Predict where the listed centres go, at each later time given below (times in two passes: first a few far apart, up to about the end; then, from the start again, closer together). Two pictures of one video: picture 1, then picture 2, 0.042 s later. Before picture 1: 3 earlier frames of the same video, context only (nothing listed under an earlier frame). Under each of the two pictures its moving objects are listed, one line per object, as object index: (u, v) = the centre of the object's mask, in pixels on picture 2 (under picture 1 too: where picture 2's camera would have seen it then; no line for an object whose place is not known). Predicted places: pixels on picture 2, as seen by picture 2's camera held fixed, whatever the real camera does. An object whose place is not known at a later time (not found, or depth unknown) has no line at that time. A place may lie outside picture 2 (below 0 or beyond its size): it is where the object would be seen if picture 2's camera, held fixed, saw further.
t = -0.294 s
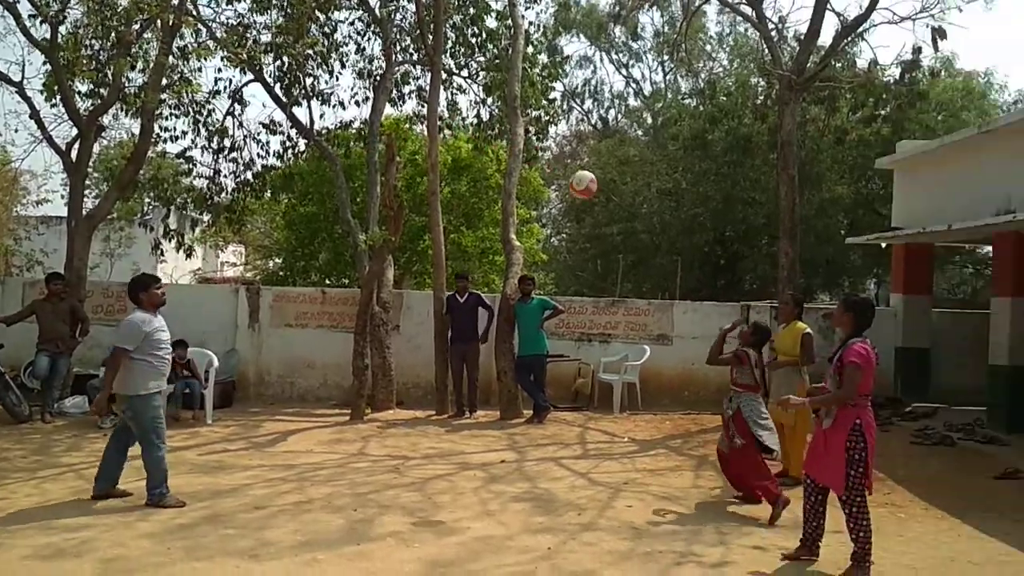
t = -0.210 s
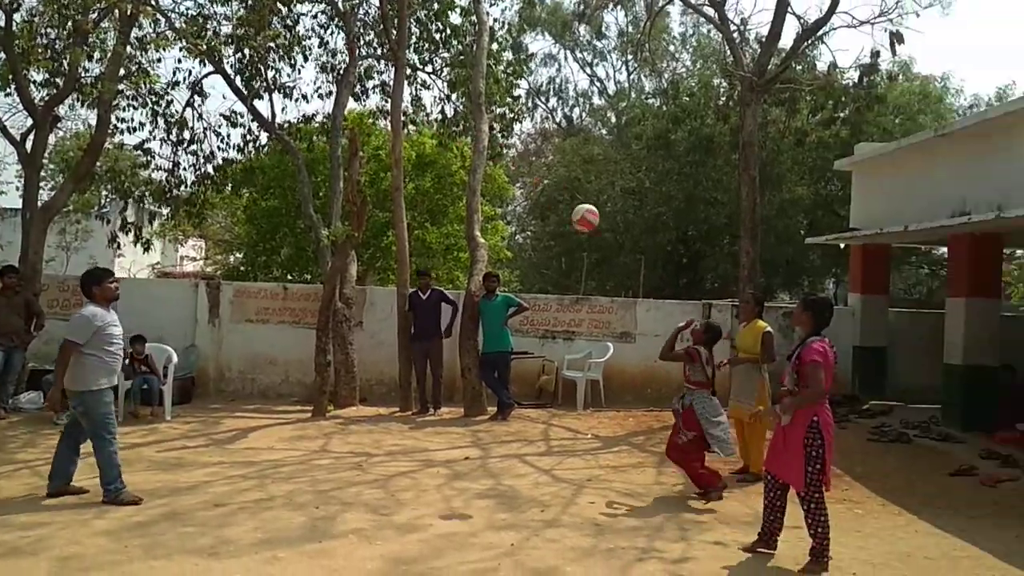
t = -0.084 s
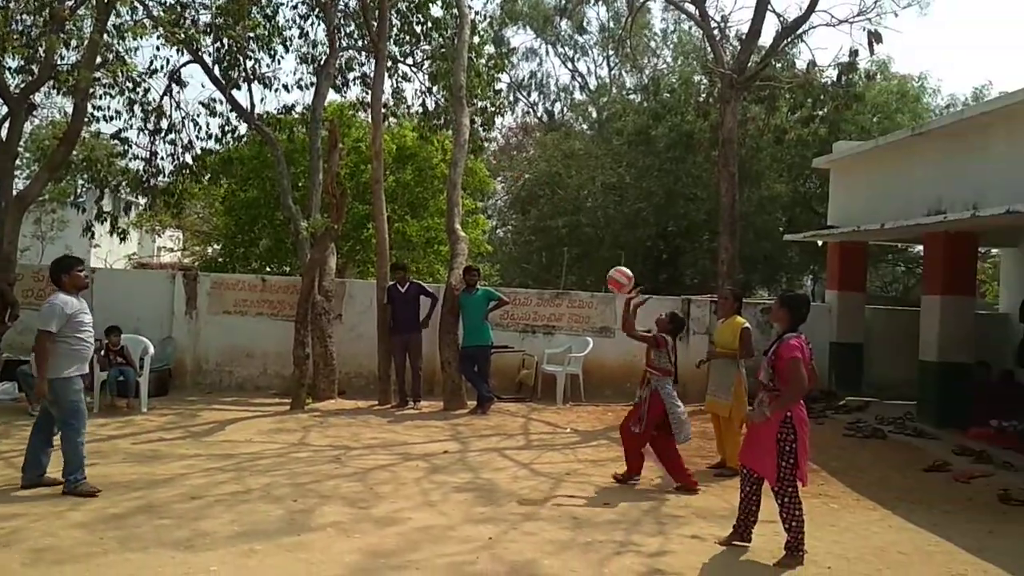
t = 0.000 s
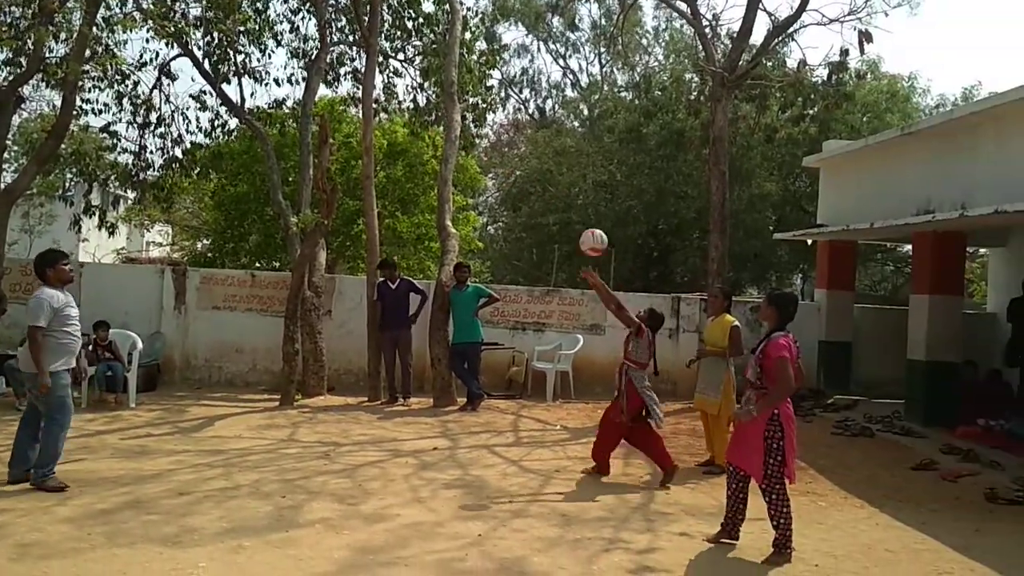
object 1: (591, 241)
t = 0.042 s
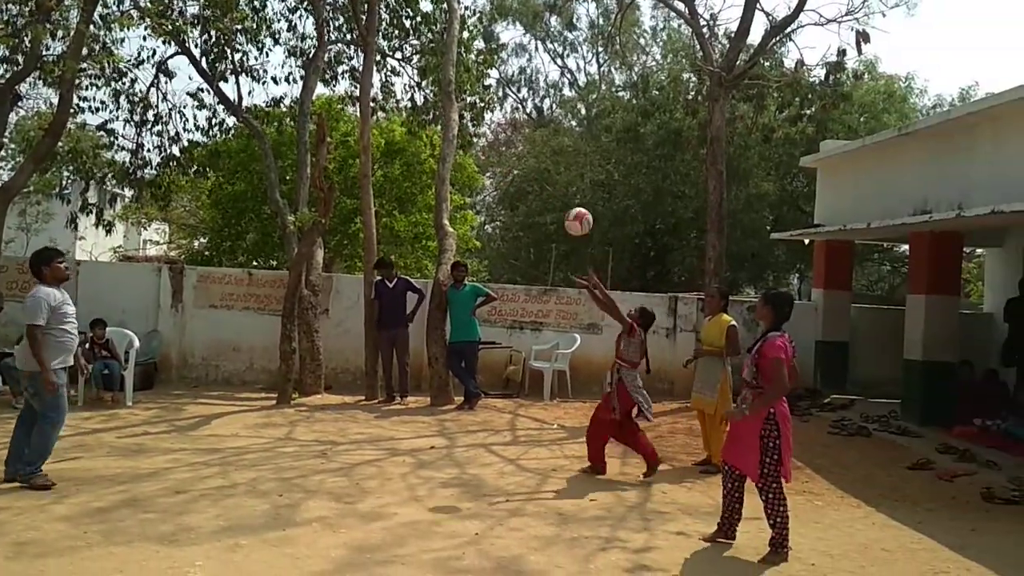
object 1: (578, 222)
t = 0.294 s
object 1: (496, 139)
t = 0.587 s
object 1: (380, 143)
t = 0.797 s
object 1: (287, 230)
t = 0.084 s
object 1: (565, 203)
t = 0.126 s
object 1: (552, 187)
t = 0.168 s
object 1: (539, 172)
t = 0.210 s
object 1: (524, 158)
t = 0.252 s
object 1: (510, 148)
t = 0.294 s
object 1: (496, 139)
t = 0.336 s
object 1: (481, 132)
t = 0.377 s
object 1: (465, 128)
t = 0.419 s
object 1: (449, 127)
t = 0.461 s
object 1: (432, 127)
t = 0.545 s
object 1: (398, 135)
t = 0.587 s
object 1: (380, 143)
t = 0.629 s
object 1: (362, 155)
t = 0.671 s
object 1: (342, 169)
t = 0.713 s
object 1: (324, 188)
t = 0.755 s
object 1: (306, 207)
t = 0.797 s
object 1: (287, 230)
